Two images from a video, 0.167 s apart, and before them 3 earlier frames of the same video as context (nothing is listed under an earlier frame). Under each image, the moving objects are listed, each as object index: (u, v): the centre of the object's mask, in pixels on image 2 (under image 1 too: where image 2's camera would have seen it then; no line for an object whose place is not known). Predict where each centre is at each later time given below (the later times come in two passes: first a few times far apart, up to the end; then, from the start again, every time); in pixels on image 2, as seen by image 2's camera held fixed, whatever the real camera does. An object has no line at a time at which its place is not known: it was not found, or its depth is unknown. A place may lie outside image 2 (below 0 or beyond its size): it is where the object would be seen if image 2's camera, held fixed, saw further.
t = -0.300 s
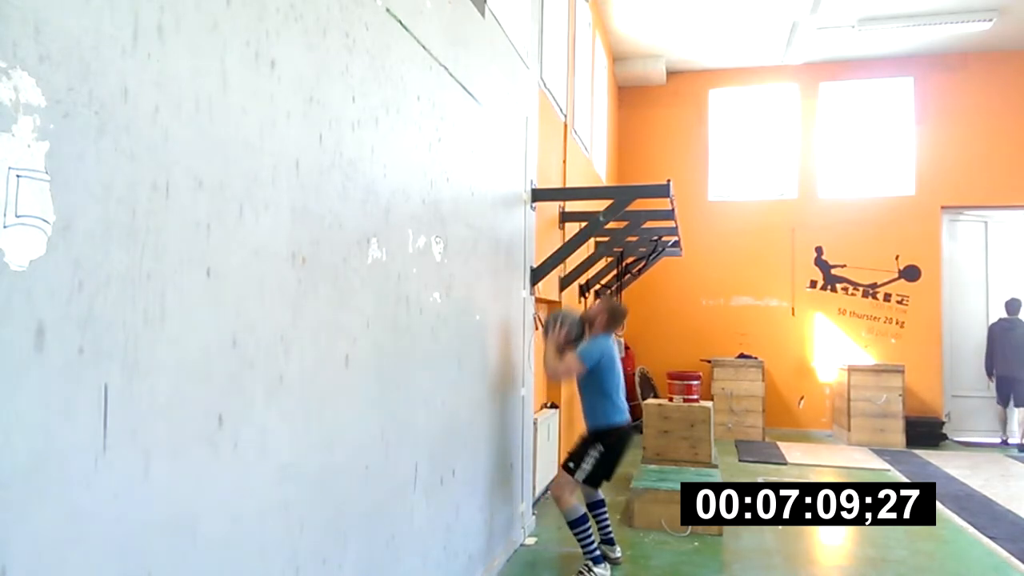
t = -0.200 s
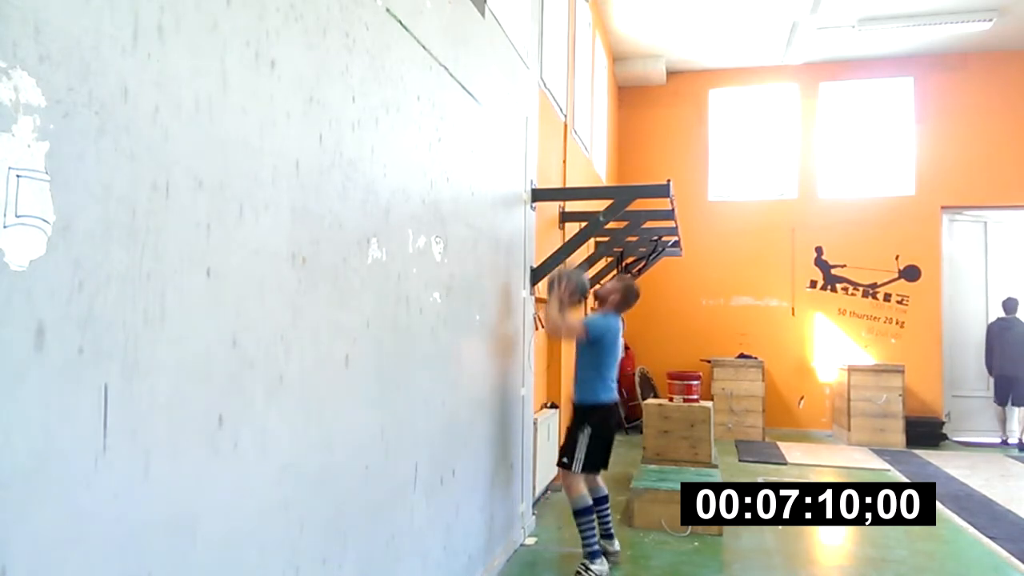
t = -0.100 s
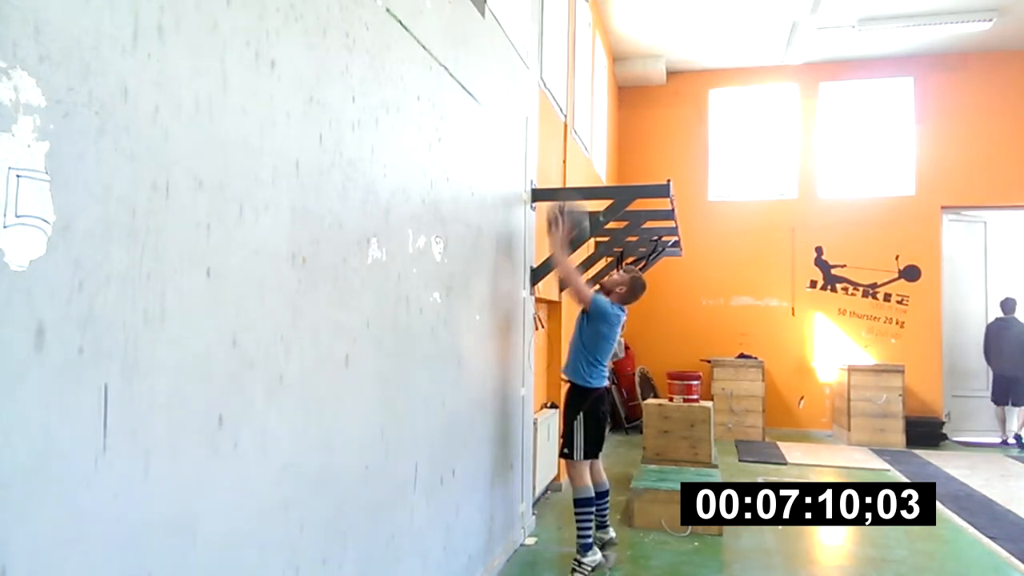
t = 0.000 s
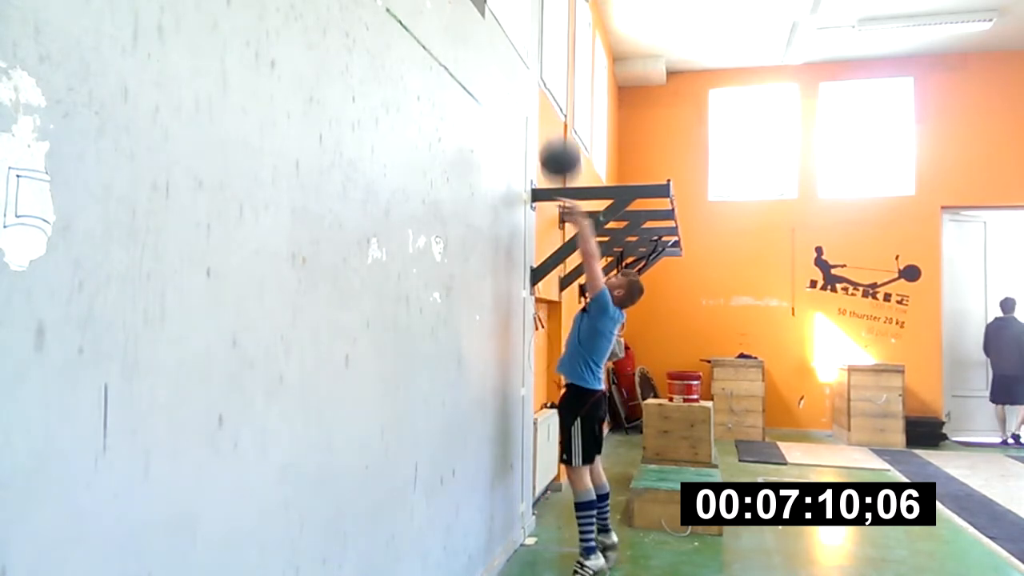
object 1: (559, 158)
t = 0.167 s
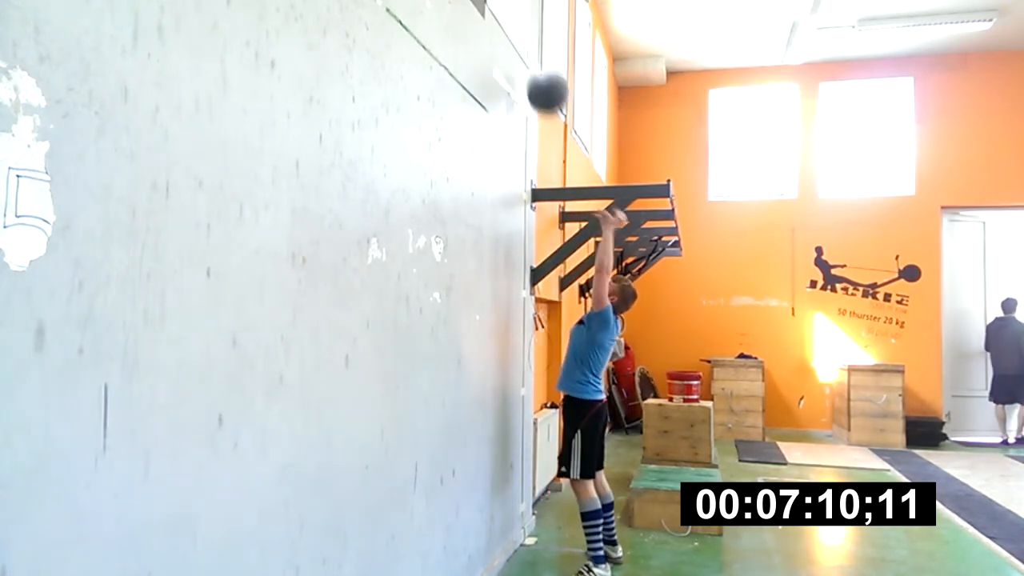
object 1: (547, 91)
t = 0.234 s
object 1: (543, 79)
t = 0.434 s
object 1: (534, 76)
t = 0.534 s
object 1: (539, 94)
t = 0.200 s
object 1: (545, 85)
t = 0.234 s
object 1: (543, 79)
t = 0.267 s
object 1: (540, 75)
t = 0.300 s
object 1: (538, 72)
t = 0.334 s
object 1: (535, 71)
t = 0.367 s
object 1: (532, 72)
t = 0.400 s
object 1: (532, 73)
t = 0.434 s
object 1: (534, 76)
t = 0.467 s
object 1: (536, 81)
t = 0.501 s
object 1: (538, 87)
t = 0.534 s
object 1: (539, 94)
